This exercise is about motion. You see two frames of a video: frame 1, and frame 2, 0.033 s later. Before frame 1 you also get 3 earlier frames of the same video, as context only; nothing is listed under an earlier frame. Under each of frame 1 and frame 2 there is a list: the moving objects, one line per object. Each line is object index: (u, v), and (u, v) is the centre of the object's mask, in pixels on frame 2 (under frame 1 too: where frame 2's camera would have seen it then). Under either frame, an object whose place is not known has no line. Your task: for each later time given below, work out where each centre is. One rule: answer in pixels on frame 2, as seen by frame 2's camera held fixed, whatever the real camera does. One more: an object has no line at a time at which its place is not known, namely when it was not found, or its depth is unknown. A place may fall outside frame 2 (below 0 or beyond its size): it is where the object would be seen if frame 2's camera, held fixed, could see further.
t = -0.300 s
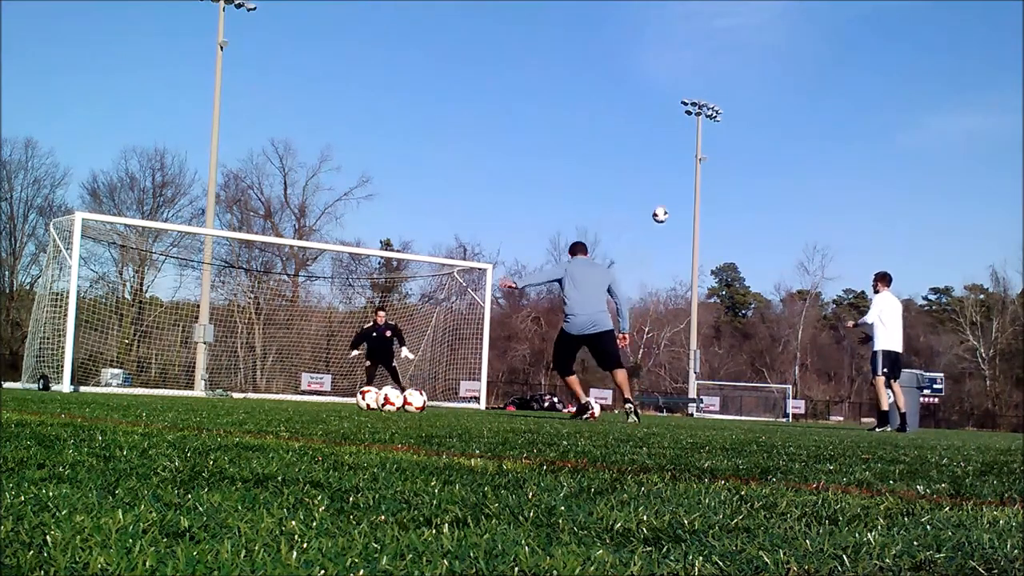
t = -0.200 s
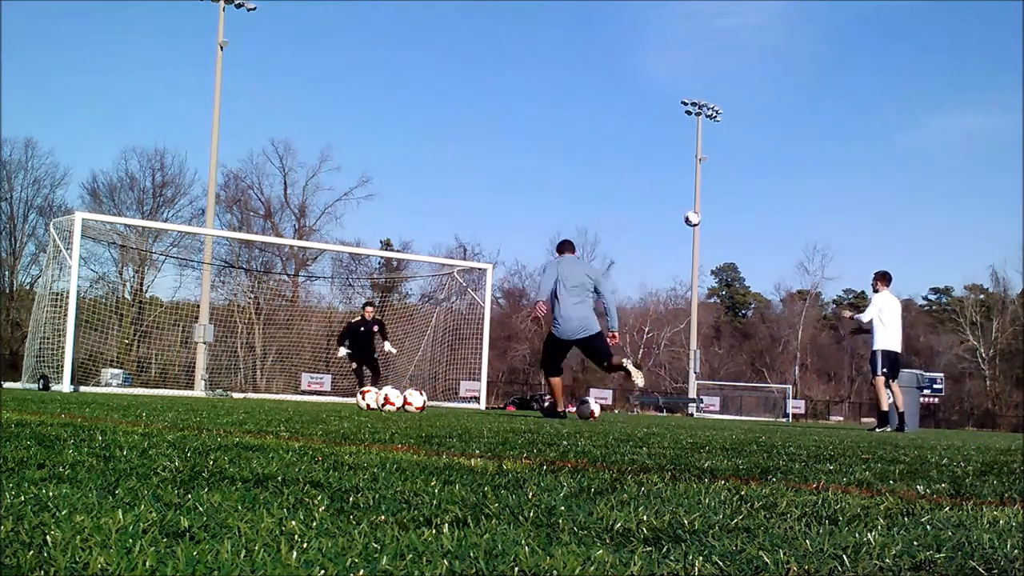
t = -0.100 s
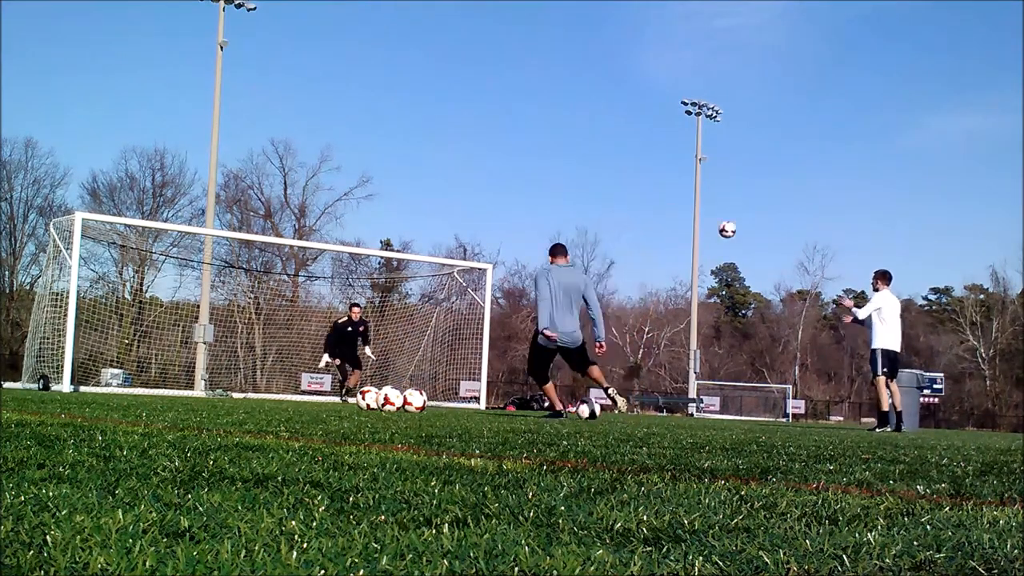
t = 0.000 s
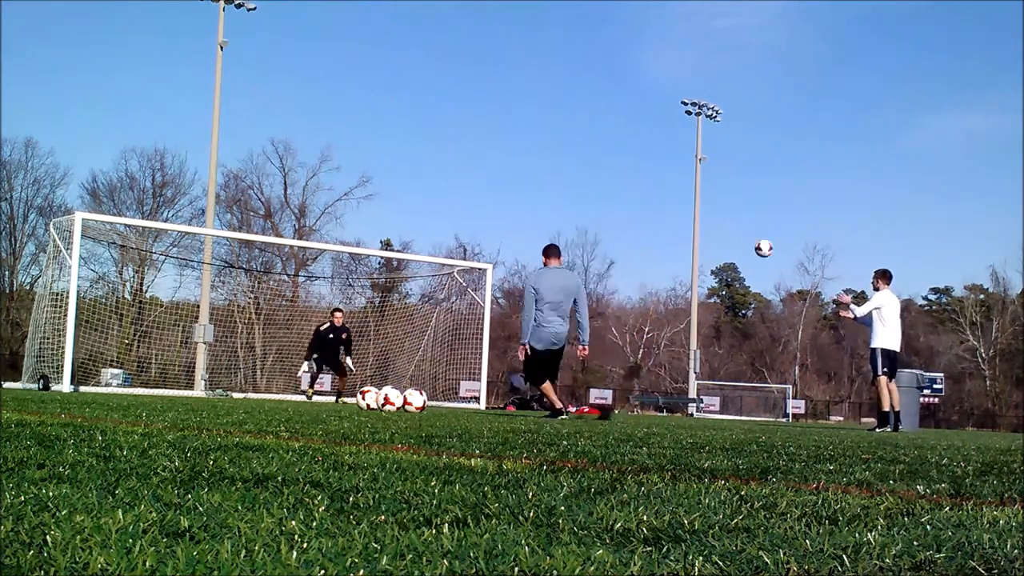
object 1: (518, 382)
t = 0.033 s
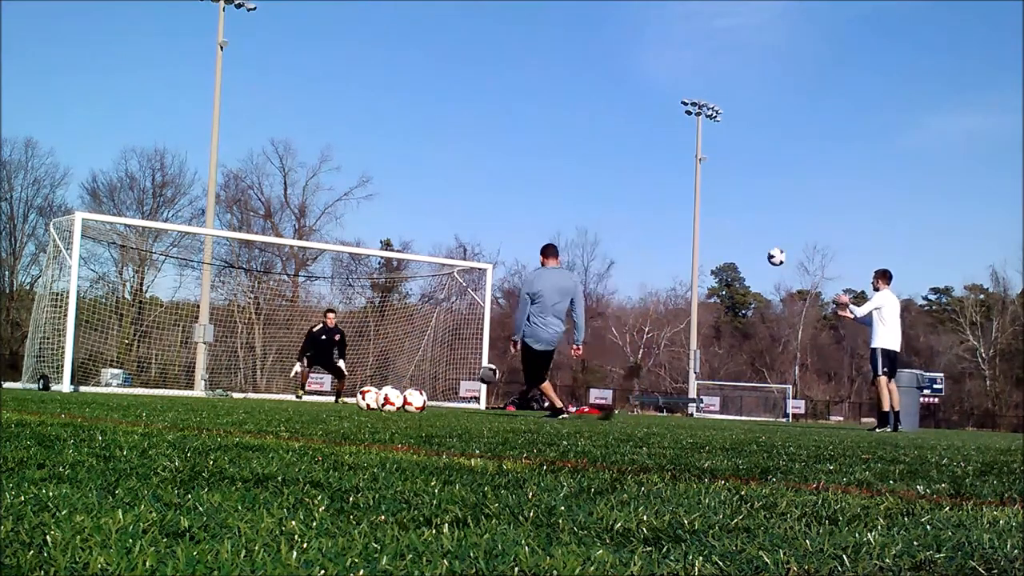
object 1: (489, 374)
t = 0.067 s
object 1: (460, 365)
